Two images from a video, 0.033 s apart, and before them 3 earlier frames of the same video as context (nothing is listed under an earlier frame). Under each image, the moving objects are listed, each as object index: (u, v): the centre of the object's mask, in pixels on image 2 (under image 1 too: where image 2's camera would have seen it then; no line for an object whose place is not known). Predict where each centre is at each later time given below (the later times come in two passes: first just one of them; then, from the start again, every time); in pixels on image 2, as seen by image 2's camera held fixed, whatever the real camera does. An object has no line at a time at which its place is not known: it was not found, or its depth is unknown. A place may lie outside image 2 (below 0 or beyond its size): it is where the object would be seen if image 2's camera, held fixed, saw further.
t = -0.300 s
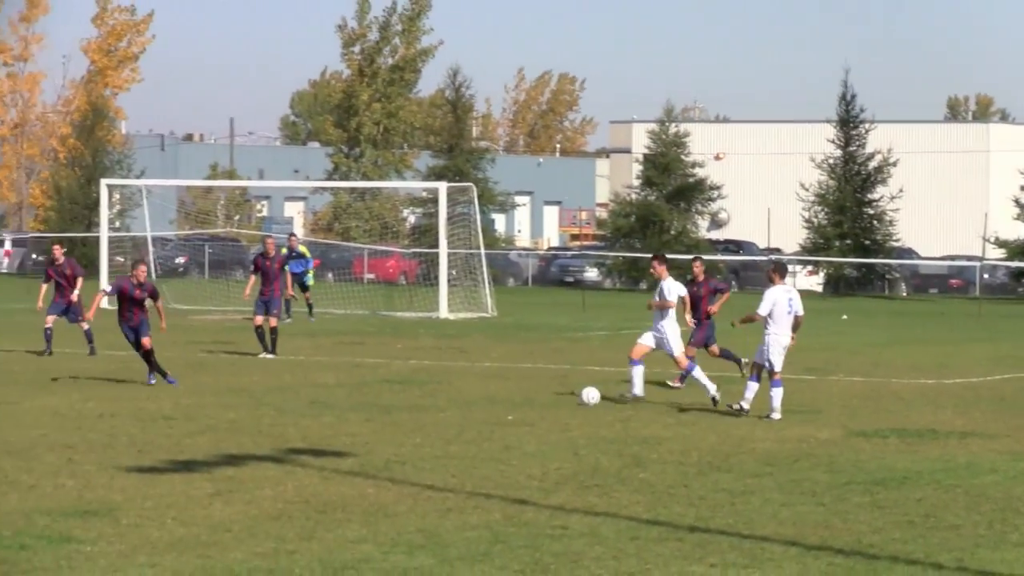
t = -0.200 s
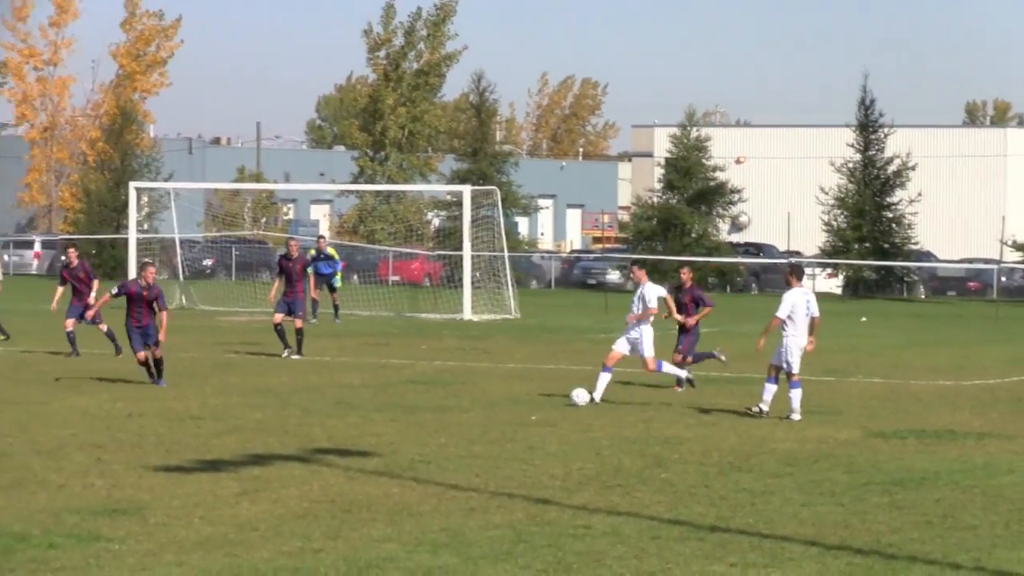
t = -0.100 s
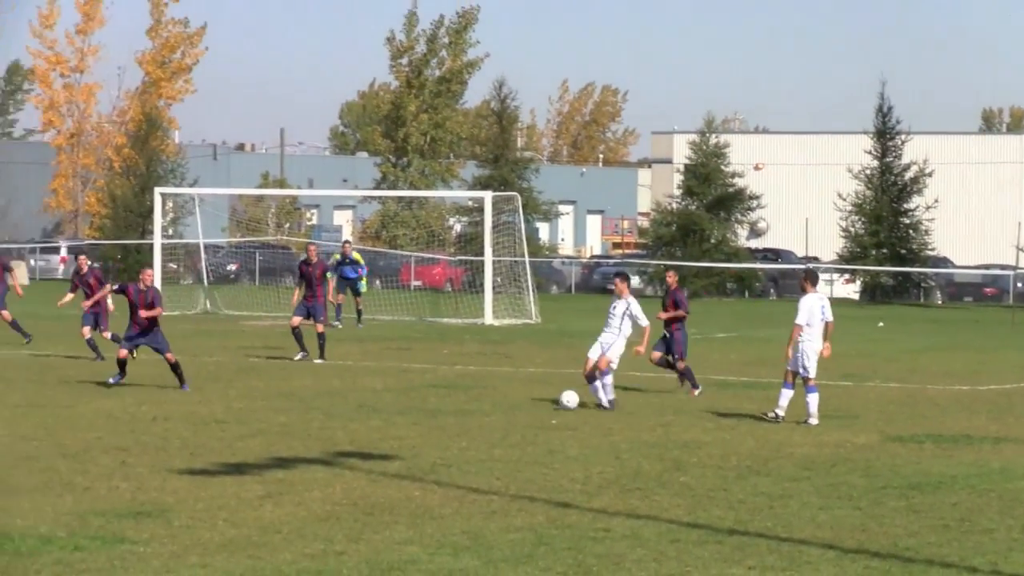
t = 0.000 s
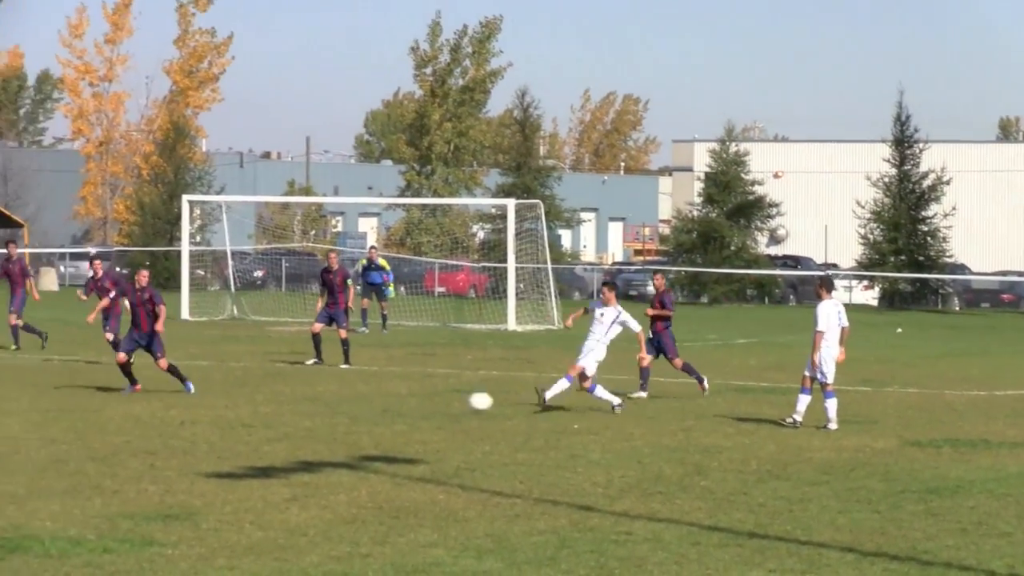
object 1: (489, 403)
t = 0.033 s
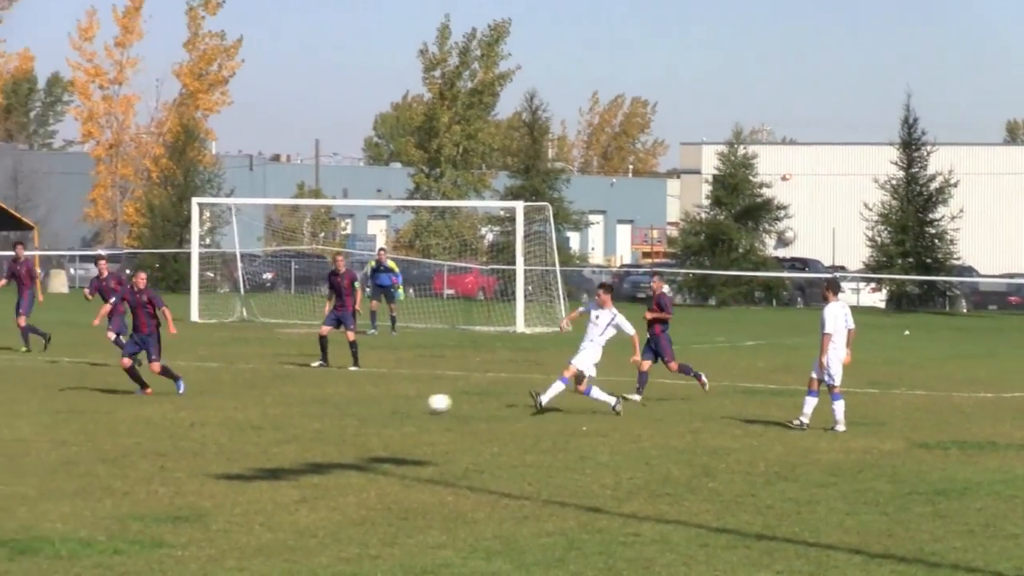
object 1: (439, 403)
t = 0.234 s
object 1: (165, 402)
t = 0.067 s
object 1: (390, 403)
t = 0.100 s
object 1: (341, 404)
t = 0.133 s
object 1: (294, 405)
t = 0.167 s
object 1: (251, 403)
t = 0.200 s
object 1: (207, 403)
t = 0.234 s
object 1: (165, 402)
